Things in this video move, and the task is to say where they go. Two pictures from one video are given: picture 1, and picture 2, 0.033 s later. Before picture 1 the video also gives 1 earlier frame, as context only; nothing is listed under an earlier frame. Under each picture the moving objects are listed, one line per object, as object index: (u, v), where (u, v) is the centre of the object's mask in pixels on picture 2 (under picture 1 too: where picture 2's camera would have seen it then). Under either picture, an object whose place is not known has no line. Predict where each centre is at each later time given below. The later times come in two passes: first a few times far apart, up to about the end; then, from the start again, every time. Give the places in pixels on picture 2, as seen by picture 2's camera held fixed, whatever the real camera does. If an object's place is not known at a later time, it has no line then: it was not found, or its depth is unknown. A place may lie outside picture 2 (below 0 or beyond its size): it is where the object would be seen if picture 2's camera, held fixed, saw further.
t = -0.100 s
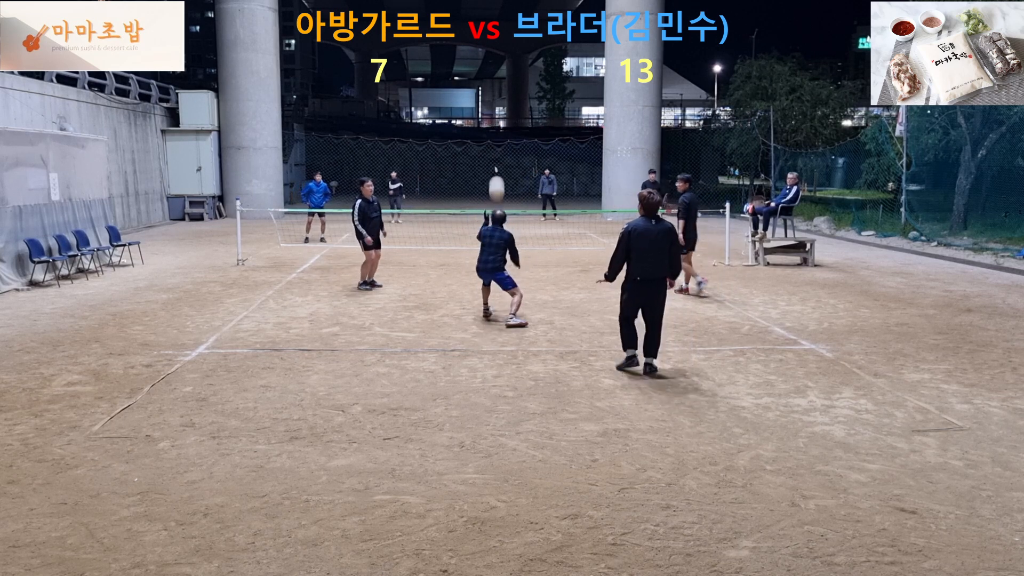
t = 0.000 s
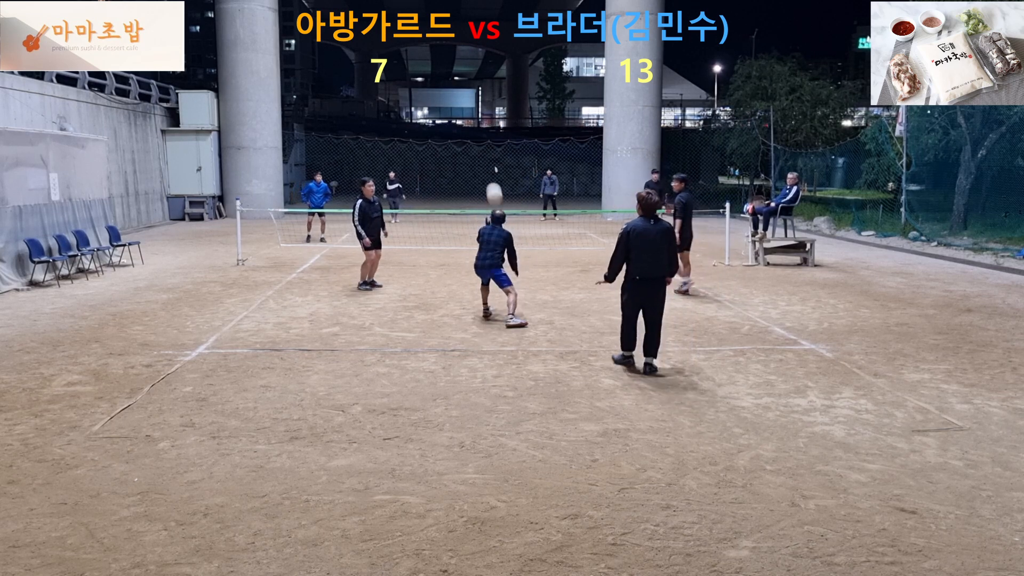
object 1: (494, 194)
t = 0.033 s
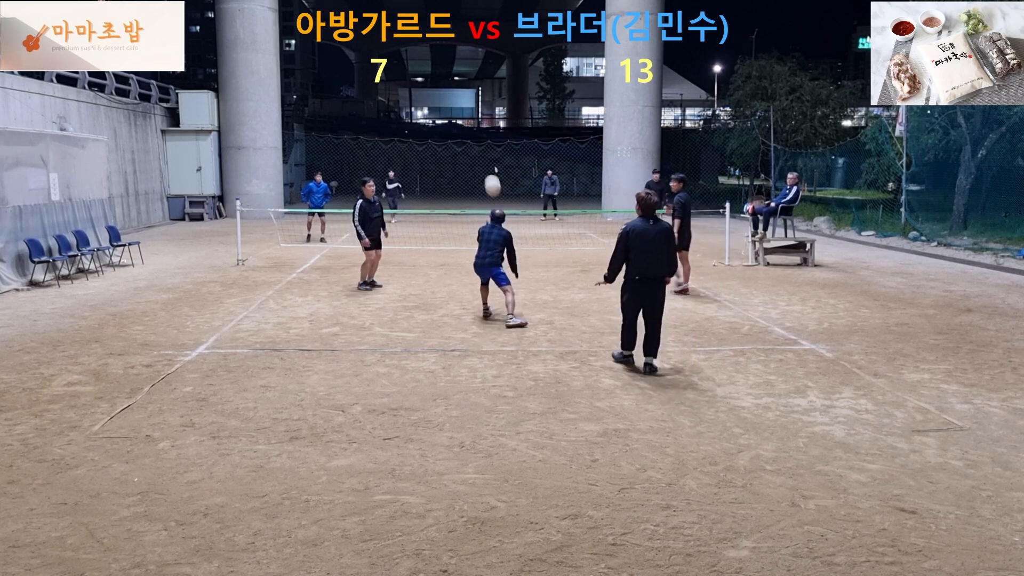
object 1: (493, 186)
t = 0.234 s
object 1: (483, 154)
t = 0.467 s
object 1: (473, 156)
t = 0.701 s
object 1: (464, 194)
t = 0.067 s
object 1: (491, 178)
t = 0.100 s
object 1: (489, 172)
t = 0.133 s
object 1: (487, 166)
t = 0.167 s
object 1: (486, 161)
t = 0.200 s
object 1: (484, 157)
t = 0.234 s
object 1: (483, 154)
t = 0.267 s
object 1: (481, 152)
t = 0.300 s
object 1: (480, 151)
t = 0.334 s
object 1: (478, 150)
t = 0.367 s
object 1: (477, 151)
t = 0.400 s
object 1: (476, 152)
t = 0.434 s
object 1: (474, 154)
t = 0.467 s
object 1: (473, 156)
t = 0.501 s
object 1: (472, 160)
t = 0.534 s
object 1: (470, 164)
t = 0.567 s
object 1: (469, 168)
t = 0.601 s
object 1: (468, 174)
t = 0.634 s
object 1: (467, 180)
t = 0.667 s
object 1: (466, 186)
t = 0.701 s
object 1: (464, 194)
